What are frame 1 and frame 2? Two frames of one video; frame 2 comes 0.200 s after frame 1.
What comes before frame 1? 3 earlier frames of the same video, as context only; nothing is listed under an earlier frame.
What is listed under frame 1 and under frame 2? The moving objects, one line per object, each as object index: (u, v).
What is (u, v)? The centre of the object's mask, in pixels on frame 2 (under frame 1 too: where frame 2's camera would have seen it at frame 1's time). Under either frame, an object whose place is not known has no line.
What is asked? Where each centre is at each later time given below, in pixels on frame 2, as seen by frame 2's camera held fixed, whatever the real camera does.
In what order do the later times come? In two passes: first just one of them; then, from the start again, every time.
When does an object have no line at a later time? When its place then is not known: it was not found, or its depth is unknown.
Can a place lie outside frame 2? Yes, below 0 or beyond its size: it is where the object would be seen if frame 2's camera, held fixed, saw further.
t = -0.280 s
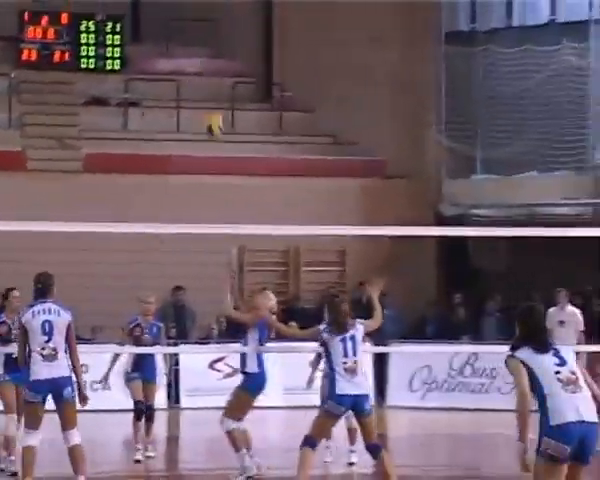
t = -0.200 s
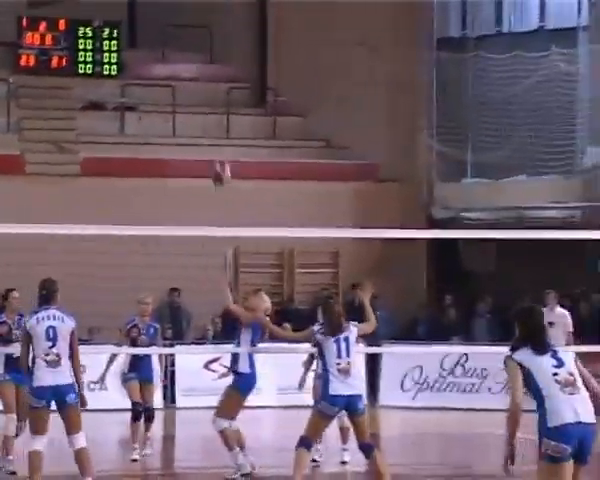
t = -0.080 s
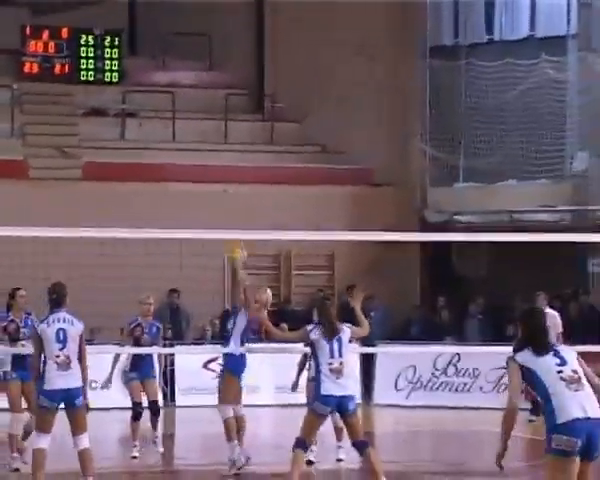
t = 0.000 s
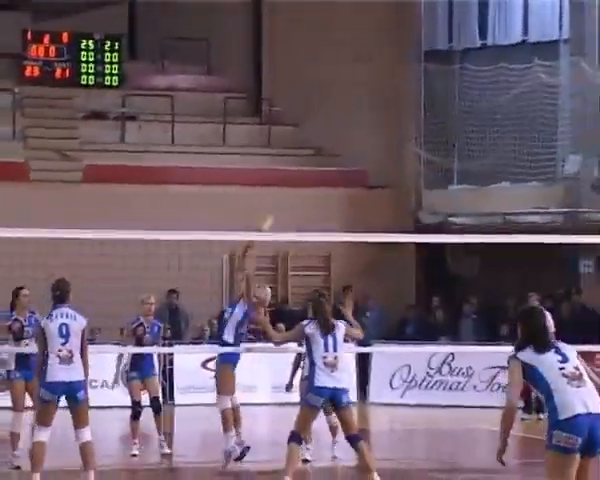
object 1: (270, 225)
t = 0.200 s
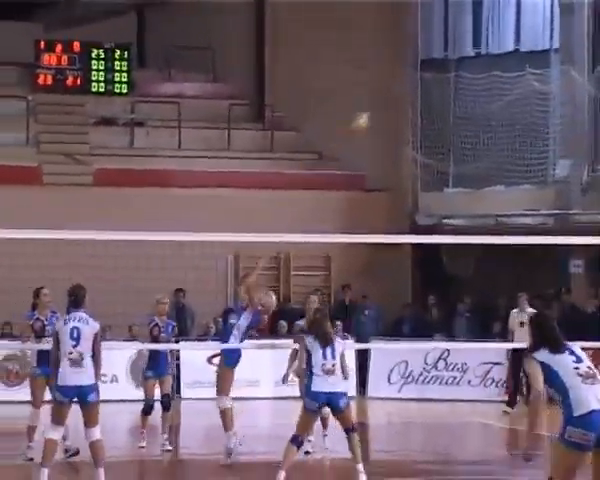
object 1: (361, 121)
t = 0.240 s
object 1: (378, 106)
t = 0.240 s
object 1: (378, 106)
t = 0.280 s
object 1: (395, 92)
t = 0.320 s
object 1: (411, 79)
